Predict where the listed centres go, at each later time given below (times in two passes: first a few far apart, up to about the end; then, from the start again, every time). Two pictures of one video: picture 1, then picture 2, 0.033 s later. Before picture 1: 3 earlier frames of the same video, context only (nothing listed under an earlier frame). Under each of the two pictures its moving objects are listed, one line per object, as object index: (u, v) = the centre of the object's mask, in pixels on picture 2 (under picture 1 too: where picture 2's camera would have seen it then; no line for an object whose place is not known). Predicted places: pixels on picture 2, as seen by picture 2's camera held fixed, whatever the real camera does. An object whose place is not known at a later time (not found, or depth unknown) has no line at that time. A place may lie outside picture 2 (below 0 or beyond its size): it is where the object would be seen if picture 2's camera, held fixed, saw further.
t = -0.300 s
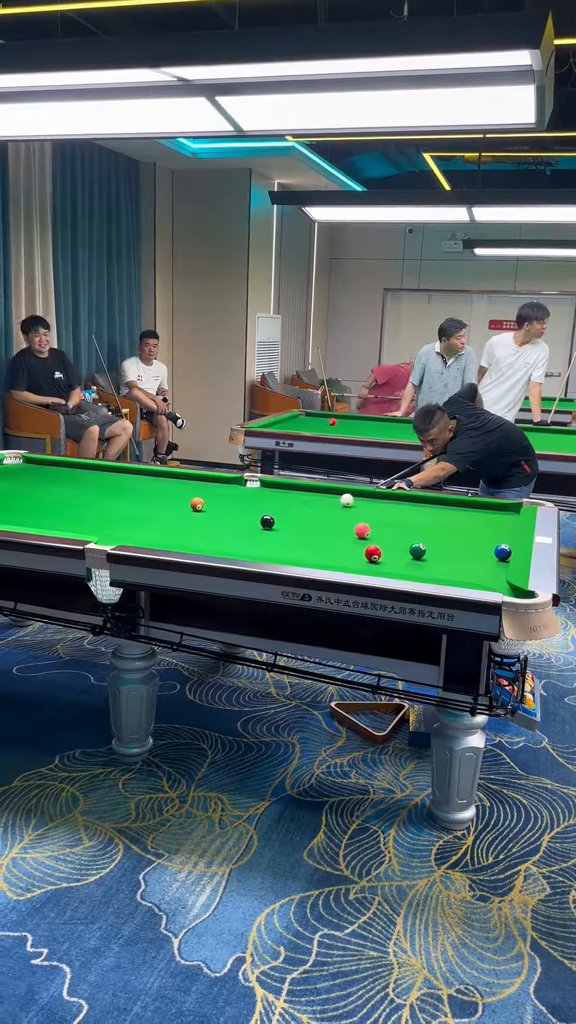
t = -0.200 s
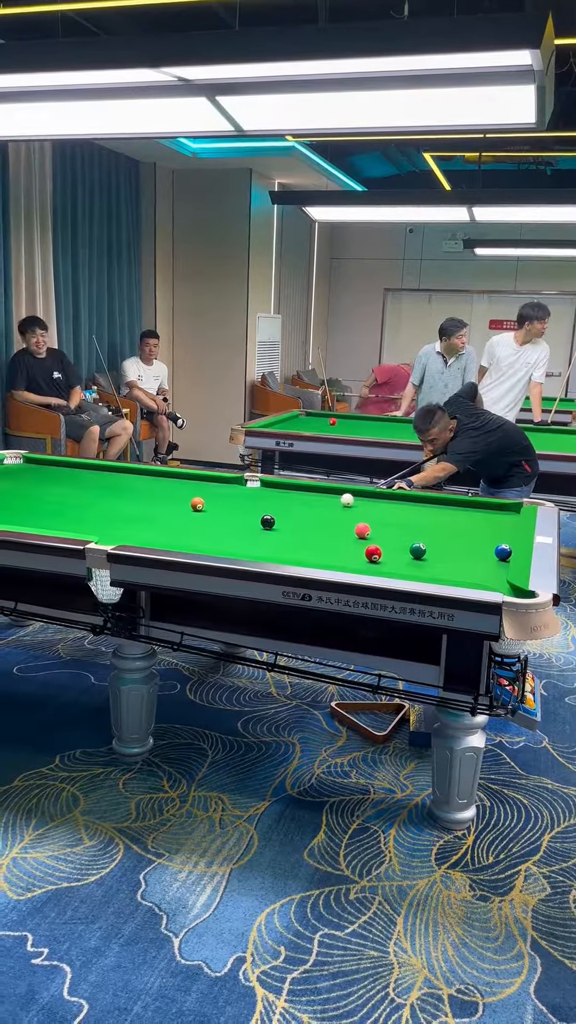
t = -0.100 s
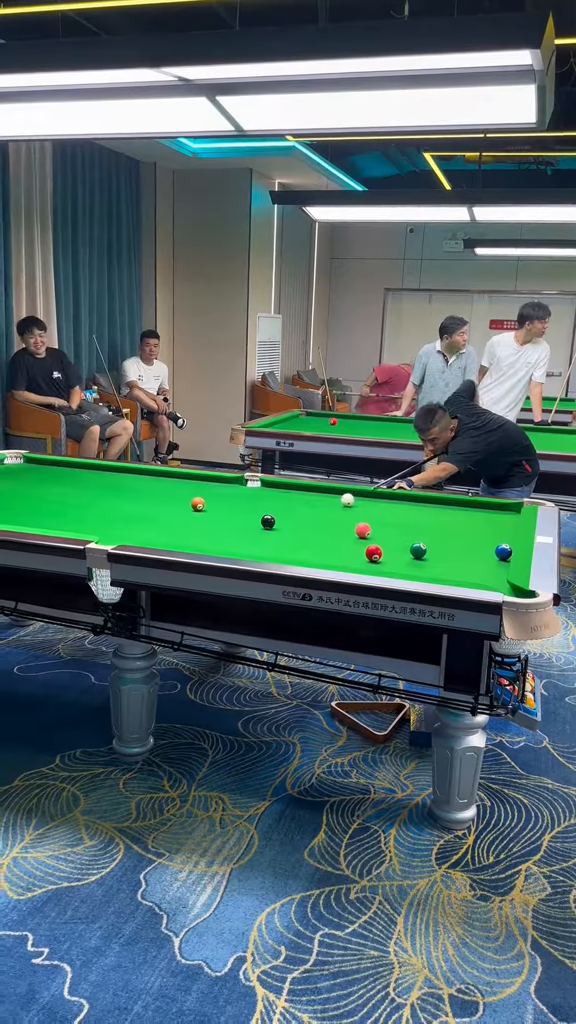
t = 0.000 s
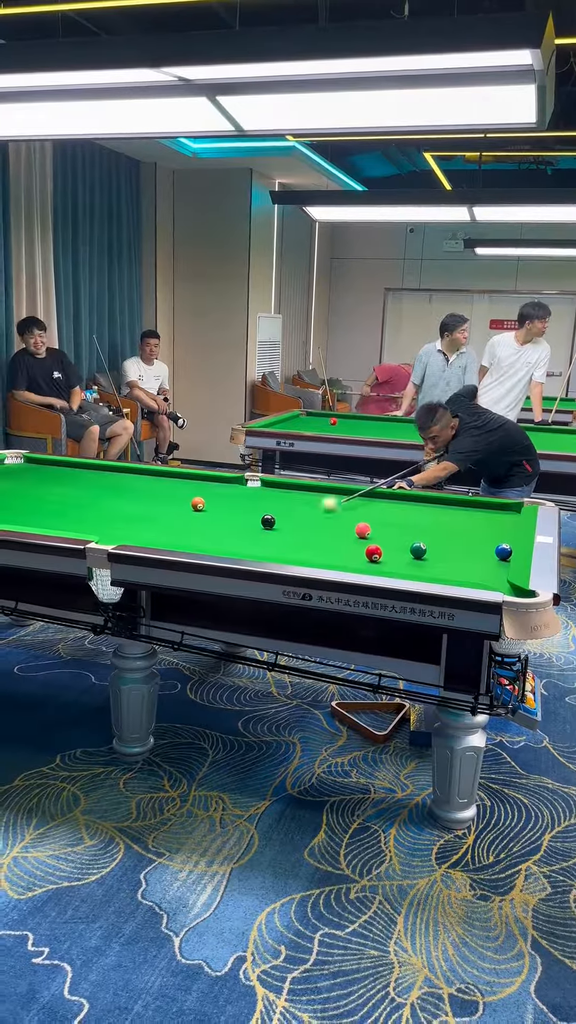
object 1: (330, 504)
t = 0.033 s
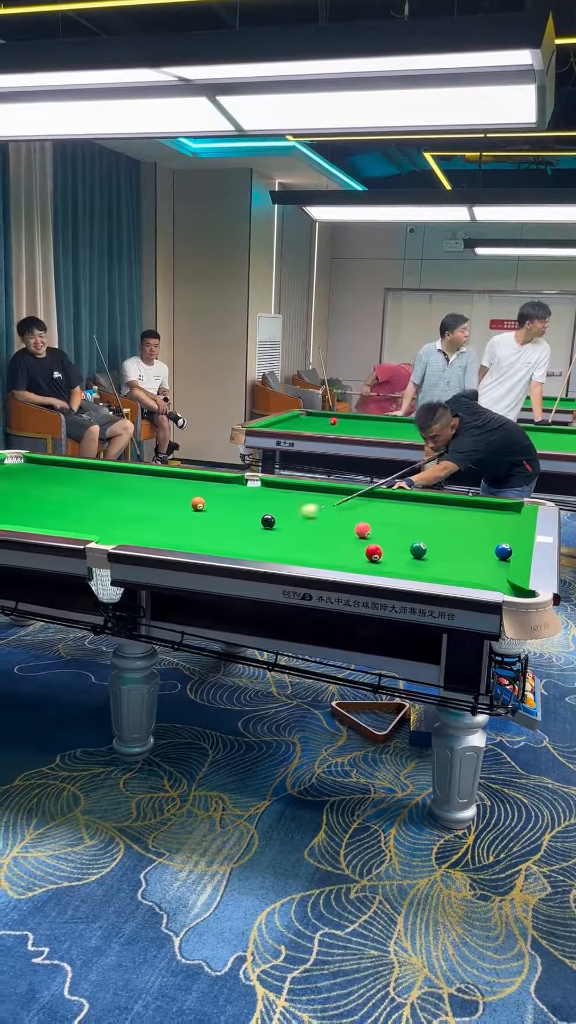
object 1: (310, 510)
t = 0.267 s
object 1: (310, 535)
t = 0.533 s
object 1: (343, 558)
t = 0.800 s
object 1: (397, 564)
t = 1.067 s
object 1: (455, 558)
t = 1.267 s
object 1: (495, 555)
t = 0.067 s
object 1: (288, 517)
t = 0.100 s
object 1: (284, 521)
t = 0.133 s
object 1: (290, 524)
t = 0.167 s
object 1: (296, 527)
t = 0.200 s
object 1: (301, 530)
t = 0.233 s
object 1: (306, 532)
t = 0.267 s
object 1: (310, 535)
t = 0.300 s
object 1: (314, 538)
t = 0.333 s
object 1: (318, 541)
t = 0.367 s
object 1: (322, 544)
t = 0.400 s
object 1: (326, 547)
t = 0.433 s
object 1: (330, 549)
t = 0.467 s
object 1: (334, 553)
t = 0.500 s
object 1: (339, 556)
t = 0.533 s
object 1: (343, 558)
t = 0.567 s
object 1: (347, 559)
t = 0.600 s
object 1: (352, 562)
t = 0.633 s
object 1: (357, 564)
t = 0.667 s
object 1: (365, 564)
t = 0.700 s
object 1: (374, 564)
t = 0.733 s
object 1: (381, 564)
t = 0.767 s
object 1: (390, 564)
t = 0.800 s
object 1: (397, 564)
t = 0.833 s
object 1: (405, 564)
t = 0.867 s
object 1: (412, 563)
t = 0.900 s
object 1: (419, 563)
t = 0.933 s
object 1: (426, 561)
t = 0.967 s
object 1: (434, 561)
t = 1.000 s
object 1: (441, 560)
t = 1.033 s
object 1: (448, 559)
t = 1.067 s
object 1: (455, 558)
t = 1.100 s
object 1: (462, 558)
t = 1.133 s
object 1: (468, 557)
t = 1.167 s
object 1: (475, 556)
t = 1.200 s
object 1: (481, 556)
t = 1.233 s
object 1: (488, 556)
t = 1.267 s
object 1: (495, 555)
